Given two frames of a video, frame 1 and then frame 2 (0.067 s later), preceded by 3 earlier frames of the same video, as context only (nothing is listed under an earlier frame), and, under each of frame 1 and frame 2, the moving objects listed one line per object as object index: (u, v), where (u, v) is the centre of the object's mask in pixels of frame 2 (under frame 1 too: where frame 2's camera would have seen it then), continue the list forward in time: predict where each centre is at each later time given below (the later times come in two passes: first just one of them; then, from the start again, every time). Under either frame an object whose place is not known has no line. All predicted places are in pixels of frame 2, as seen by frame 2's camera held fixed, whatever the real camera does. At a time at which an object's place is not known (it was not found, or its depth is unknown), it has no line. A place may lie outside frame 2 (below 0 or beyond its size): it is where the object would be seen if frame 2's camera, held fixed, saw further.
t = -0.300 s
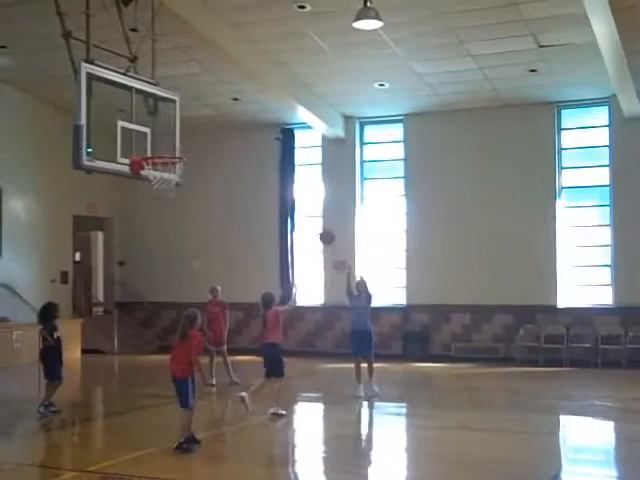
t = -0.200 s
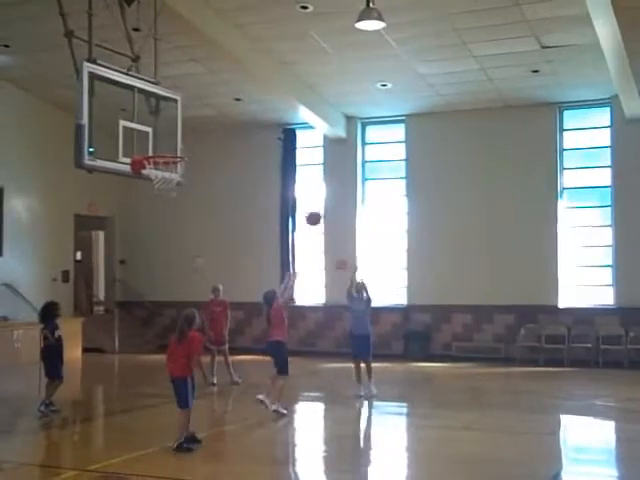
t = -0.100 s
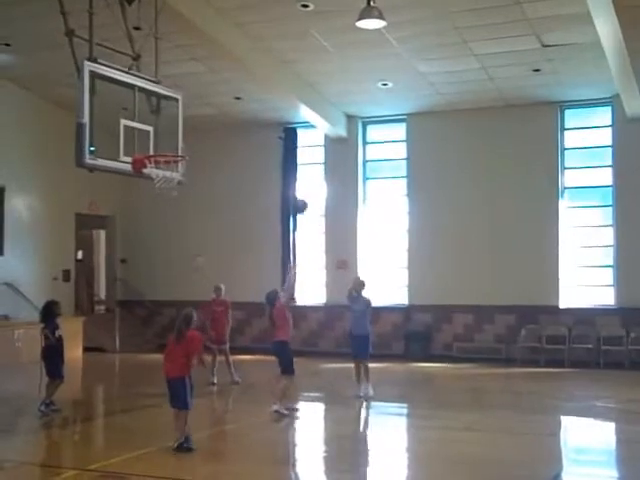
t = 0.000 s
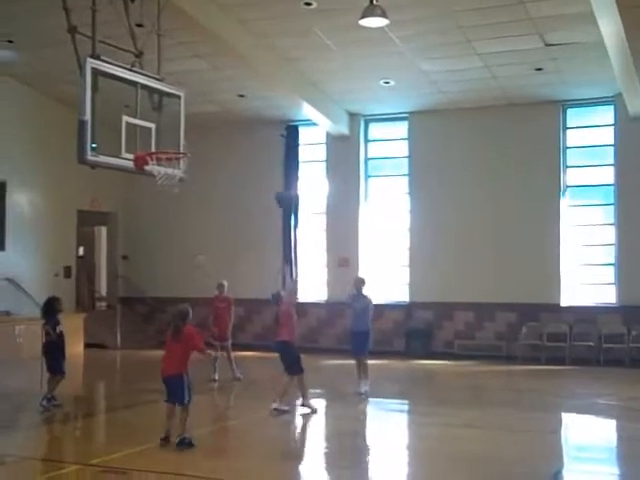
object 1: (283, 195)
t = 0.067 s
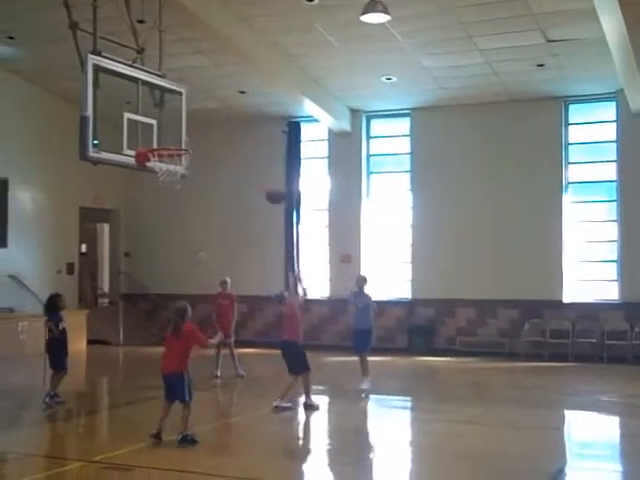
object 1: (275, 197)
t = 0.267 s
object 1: (239, 220)
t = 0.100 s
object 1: (269, 197)
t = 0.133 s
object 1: (264, 199)
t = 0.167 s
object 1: (258, 202)
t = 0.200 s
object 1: (251, 208)
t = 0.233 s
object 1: (245, 214)
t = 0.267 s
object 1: (239, 220)
